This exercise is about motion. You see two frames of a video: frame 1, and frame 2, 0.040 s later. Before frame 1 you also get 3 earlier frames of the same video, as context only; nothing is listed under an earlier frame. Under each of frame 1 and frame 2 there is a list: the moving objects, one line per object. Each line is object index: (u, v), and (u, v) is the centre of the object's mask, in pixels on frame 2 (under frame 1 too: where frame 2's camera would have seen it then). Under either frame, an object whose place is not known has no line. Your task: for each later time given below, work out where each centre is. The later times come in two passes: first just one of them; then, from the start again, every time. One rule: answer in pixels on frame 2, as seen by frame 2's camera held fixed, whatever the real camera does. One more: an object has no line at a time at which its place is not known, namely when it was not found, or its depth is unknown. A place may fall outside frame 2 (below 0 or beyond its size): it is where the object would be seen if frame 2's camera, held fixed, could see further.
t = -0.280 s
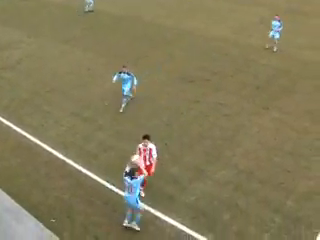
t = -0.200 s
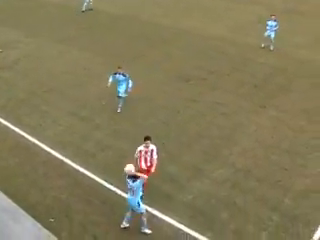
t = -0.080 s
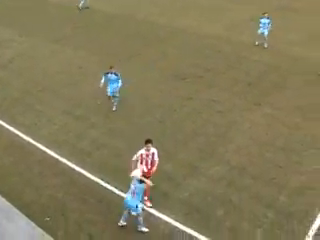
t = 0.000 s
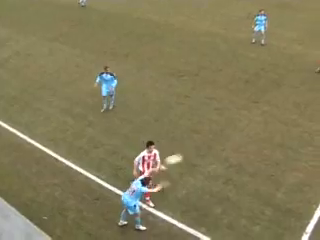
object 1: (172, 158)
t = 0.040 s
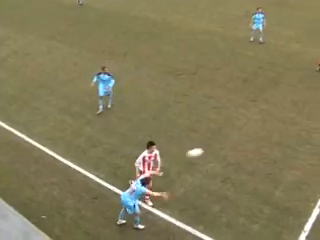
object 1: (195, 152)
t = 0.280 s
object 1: (314, 137)
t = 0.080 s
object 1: (218, 147)
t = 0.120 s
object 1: (239, 144)
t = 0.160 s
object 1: (259, 141)
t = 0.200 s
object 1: (279, 139)
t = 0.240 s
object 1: (297, 138)
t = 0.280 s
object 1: (314, 137)
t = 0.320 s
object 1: (331, 137)
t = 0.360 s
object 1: (347, 136)
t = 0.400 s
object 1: (363, 137)
